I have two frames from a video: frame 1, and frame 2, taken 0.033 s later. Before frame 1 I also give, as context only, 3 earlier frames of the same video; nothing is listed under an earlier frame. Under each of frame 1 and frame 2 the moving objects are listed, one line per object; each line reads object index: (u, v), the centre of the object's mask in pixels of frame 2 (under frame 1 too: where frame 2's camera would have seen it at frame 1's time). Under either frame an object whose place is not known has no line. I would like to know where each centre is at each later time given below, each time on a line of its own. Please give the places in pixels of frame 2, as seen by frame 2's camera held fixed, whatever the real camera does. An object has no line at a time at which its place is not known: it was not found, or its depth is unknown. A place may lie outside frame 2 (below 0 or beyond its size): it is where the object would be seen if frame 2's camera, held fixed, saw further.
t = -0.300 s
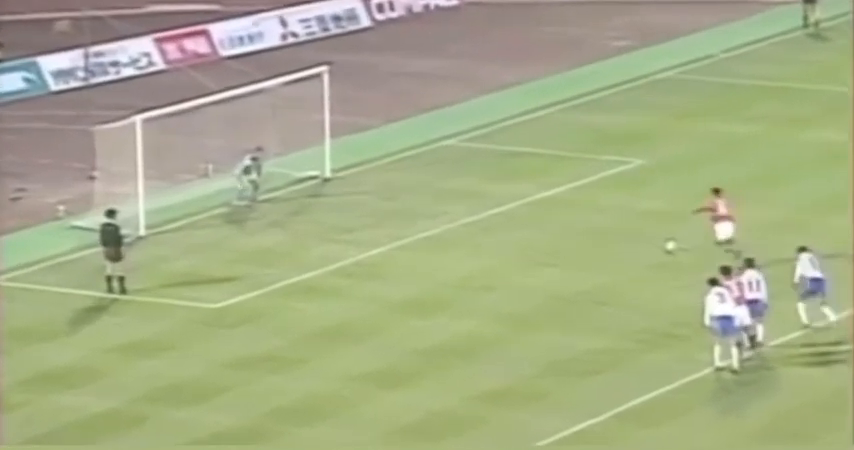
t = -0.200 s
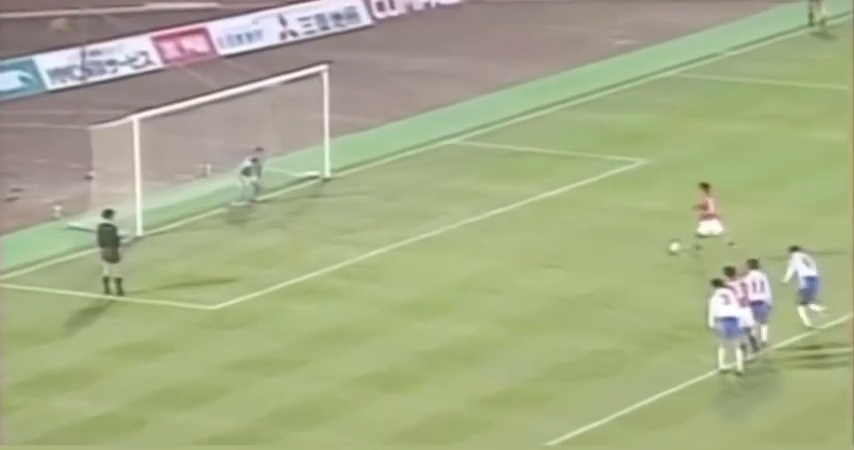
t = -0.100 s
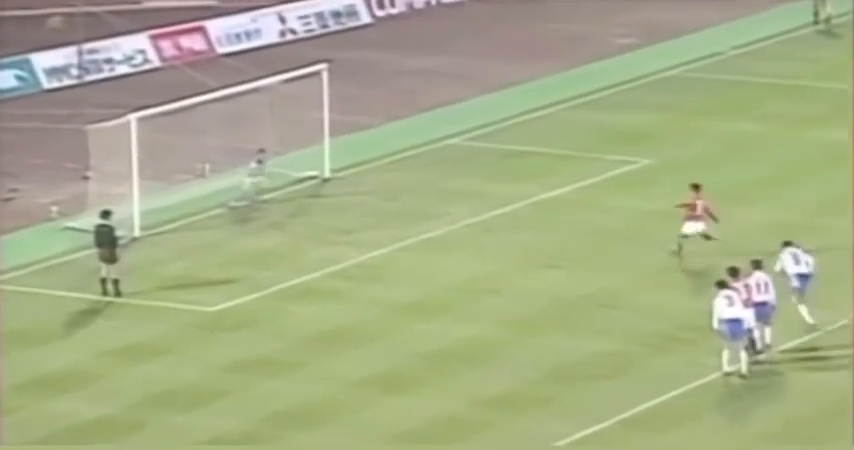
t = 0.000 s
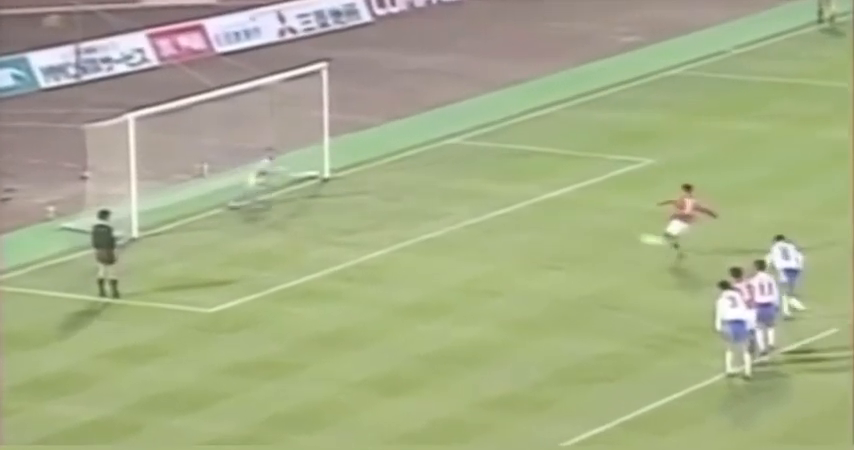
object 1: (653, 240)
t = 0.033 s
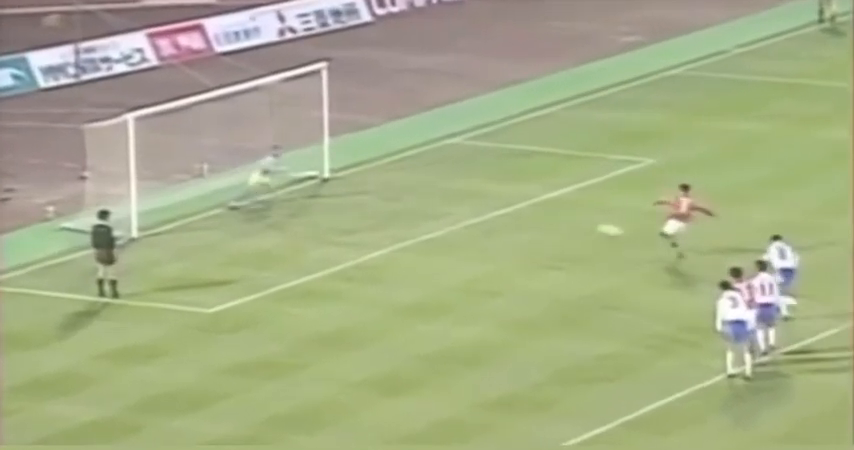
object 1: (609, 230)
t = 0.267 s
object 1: (333, 182)
